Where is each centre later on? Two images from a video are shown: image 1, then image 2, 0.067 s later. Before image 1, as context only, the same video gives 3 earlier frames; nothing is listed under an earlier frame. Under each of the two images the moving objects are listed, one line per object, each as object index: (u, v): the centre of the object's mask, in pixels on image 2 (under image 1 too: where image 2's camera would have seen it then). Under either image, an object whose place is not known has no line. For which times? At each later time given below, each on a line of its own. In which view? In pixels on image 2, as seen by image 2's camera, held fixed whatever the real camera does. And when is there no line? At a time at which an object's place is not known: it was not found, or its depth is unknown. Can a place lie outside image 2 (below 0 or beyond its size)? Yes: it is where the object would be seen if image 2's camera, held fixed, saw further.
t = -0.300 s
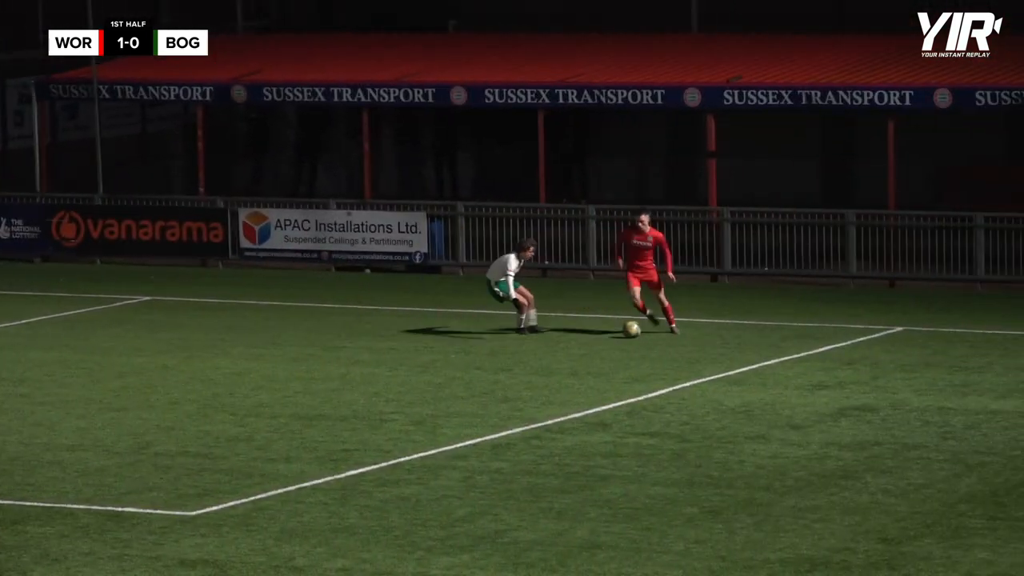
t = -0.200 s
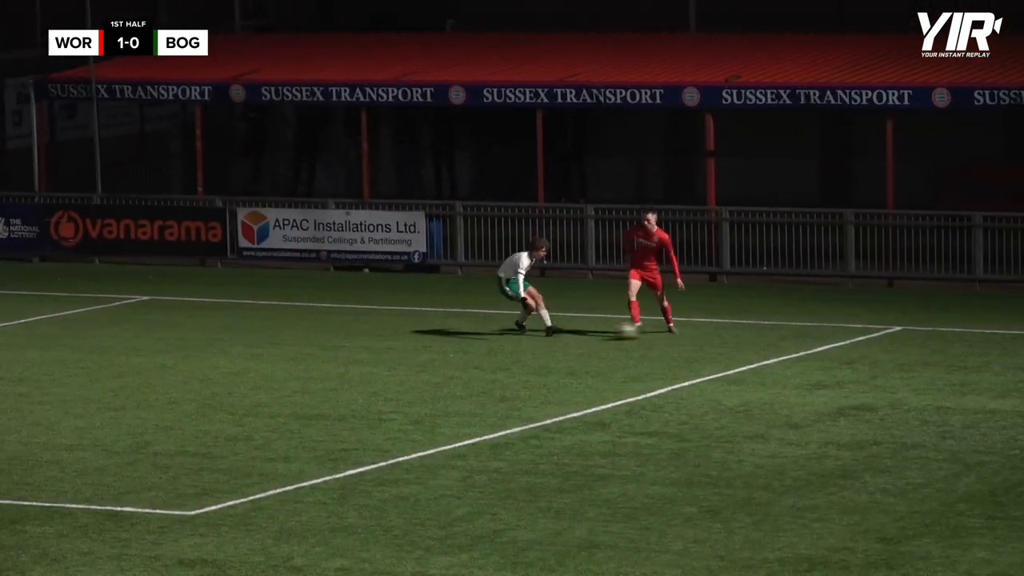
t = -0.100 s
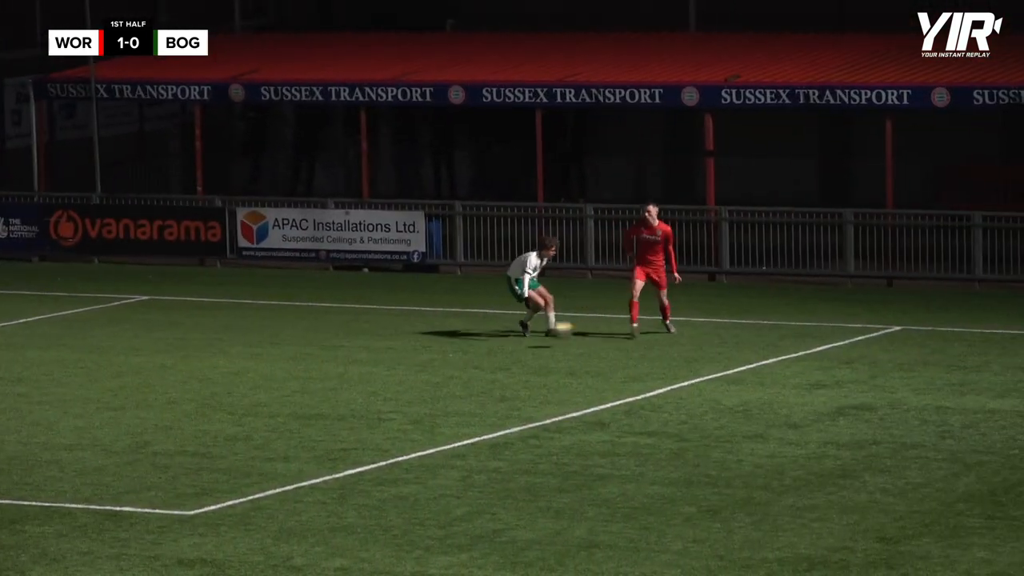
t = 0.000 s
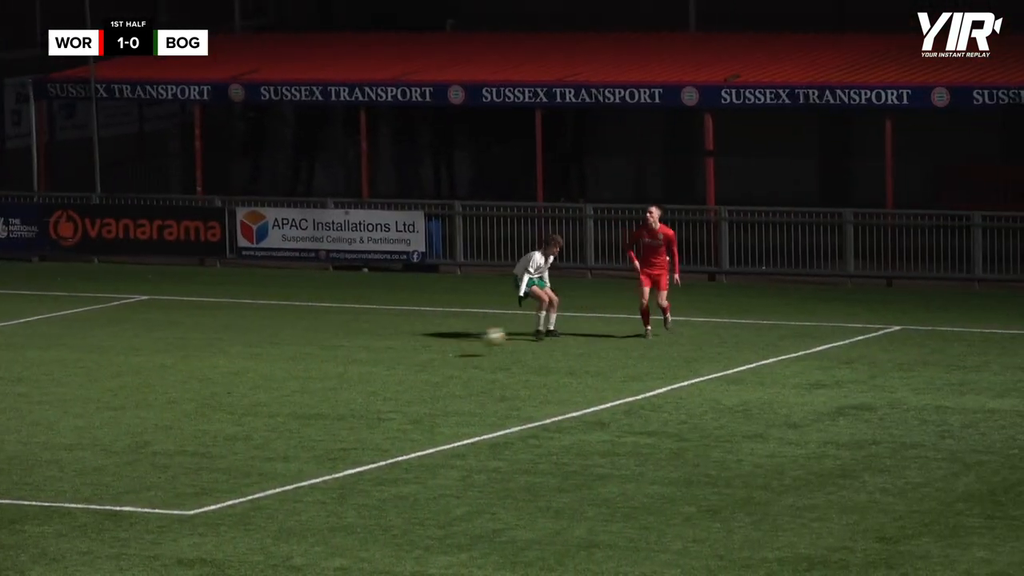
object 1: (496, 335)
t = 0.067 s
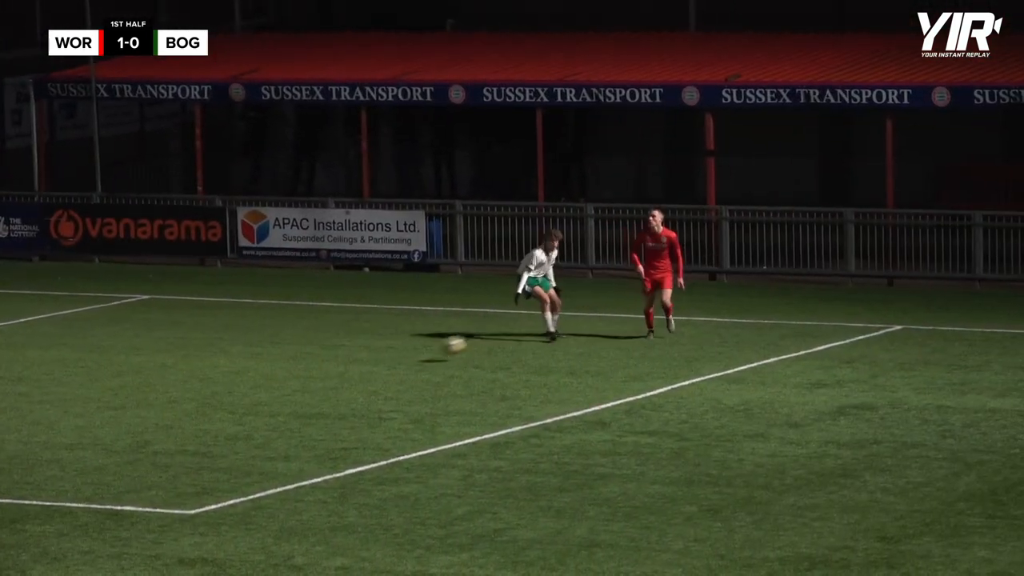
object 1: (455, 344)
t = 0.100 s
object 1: (428, 351)
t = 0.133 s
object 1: (399, 360)
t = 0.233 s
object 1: (334, 361)
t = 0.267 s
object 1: (321, 362)
